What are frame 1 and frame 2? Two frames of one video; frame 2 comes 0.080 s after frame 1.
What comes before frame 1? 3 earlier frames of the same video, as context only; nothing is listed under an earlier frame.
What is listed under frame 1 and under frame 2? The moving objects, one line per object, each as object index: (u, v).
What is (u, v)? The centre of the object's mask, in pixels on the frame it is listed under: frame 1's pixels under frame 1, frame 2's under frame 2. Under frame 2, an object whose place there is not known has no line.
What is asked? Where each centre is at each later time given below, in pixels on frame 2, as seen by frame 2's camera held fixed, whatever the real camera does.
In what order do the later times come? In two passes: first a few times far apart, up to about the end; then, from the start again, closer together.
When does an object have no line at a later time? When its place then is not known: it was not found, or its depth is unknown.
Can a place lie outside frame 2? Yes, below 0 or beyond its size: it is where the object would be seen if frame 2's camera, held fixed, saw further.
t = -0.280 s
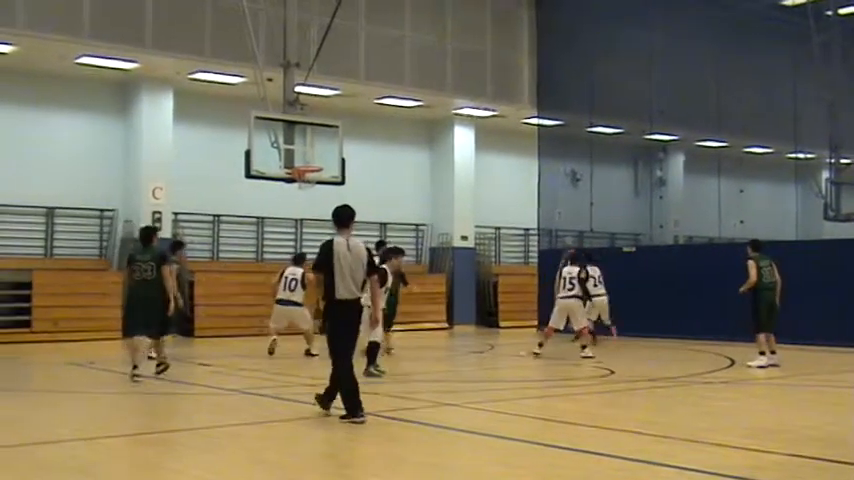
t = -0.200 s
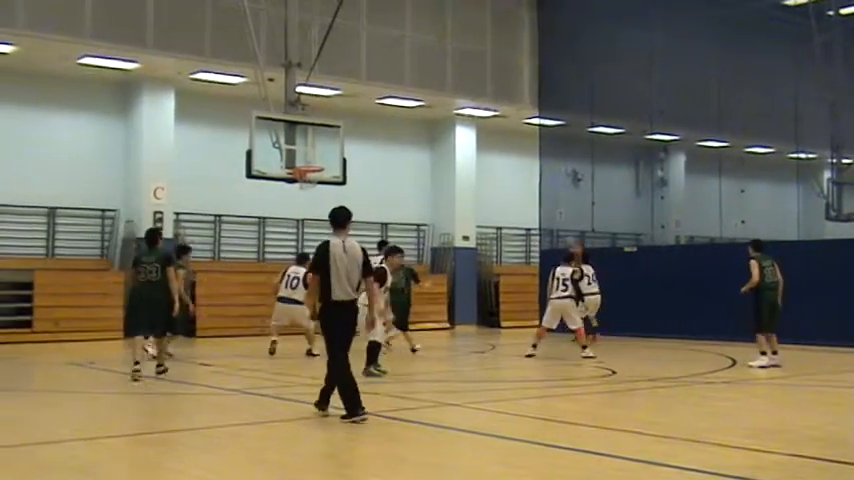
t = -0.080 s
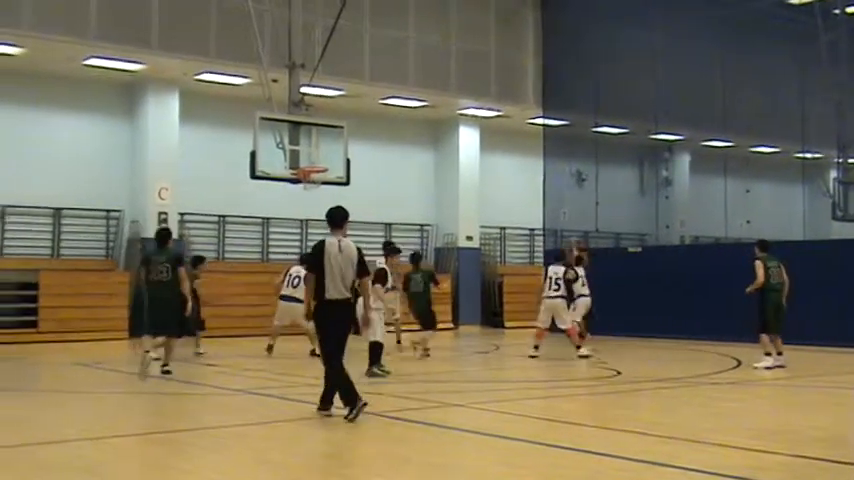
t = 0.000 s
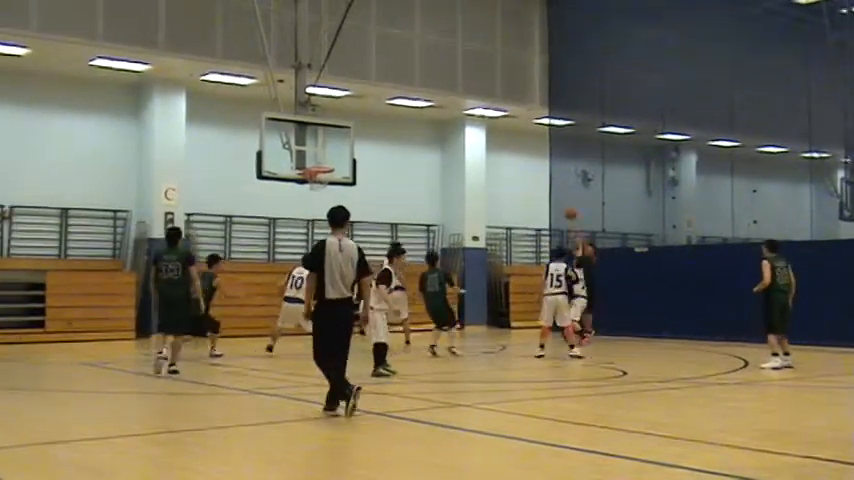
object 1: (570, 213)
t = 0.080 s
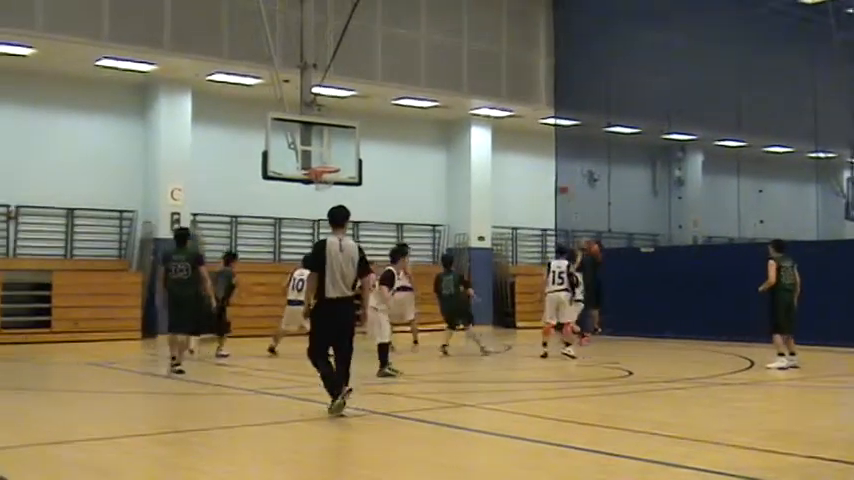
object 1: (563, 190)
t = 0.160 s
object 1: (547, 165)
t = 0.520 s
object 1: (476, 99)
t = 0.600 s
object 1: (461, 91)
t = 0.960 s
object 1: (386, 107)
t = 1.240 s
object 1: (323, 167)
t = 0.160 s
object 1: (547, 165)
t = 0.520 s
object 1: (476, 99)
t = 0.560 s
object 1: (467, 96)
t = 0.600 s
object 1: (461, 91)
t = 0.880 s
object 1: (402, 98)
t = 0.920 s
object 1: (394, 102)
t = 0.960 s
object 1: (386, 107)
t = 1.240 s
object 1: (323, 167)
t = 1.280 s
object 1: (317, 174)
